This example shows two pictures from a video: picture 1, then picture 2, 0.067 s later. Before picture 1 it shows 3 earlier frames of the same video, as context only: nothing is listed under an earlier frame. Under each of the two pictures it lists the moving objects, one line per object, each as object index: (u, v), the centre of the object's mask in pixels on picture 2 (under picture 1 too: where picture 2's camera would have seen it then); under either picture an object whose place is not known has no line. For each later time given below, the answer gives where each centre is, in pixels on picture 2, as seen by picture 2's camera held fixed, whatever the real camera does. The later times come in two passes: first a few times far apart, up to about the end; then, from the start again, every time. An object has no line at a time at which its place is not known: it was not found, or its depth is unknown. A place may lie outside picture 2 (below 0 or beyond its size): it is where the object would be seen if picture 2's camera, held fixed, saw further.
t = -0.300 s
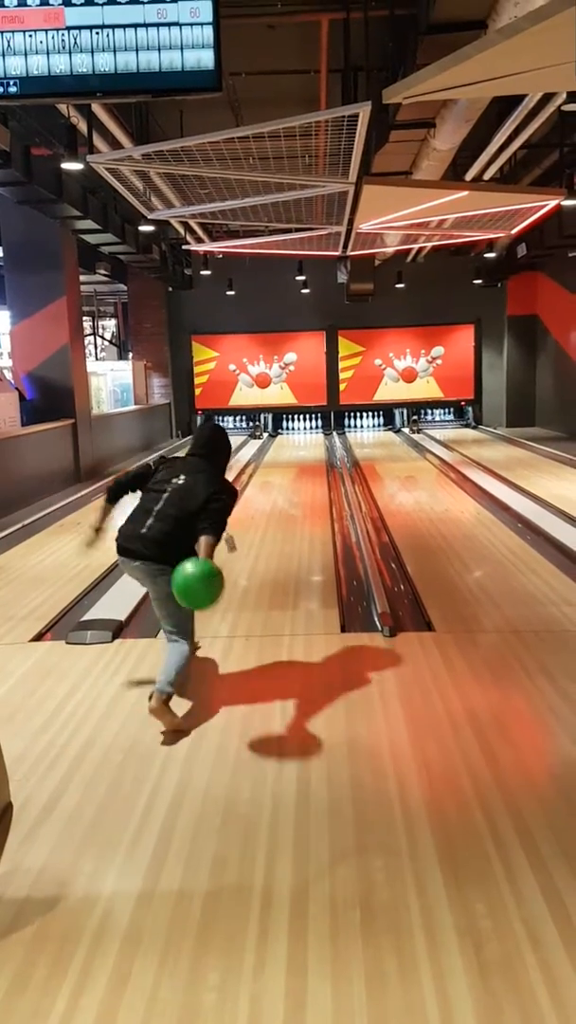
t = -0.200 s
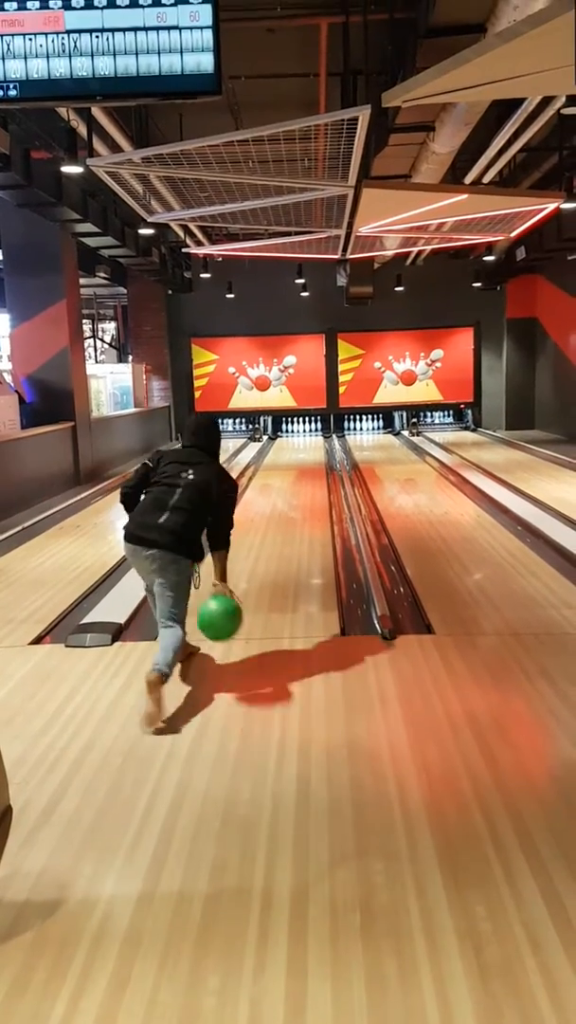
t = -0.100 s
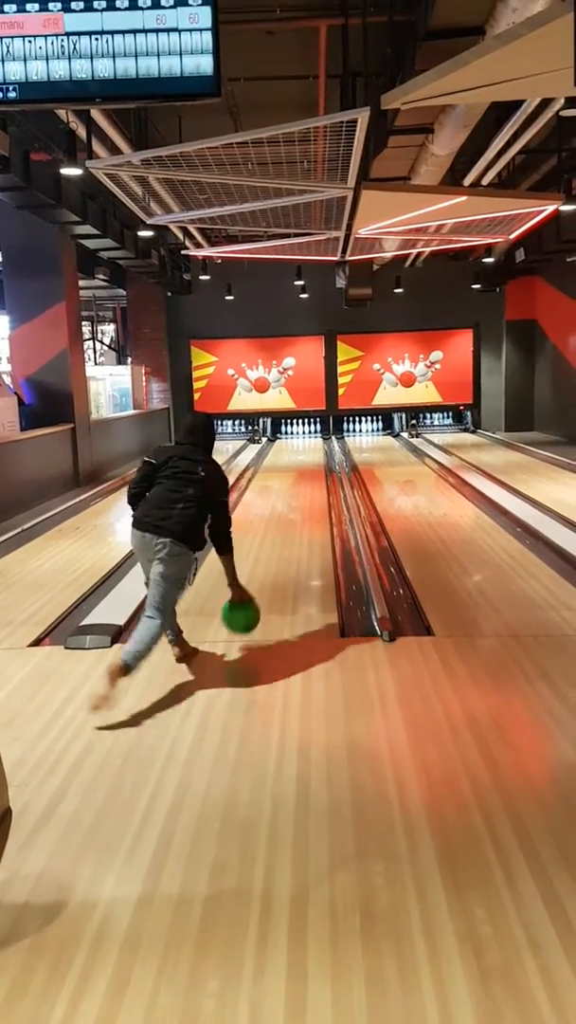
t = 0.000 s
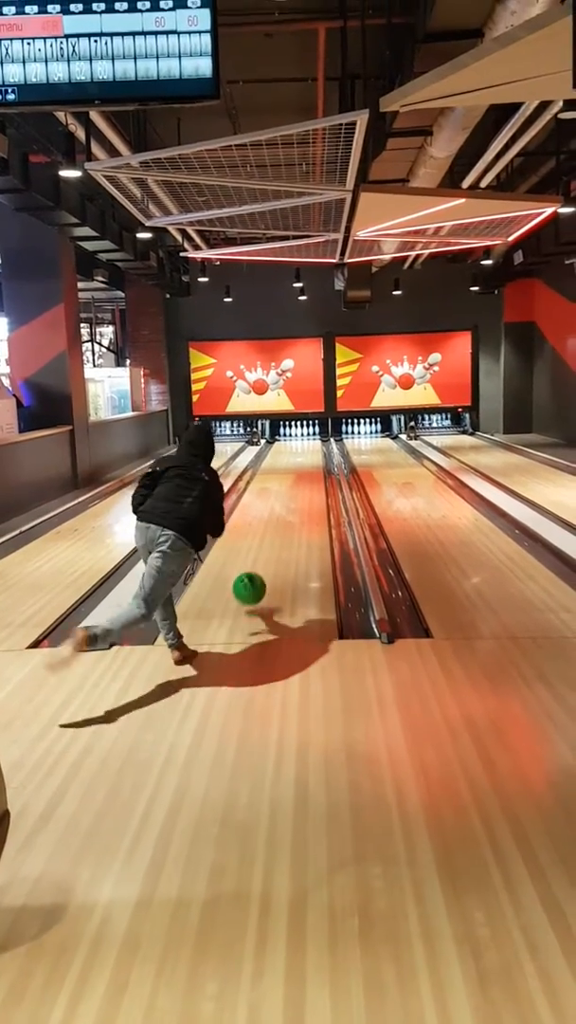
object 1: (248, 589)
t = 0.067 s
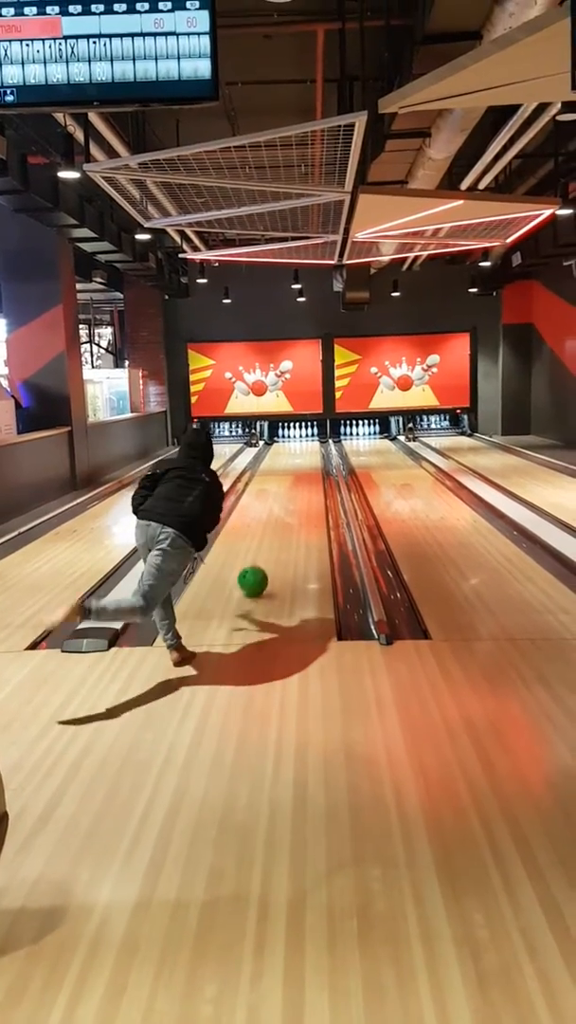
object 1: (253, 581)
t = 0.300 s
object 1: (264, 535)
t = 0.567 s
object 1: (271, 503)
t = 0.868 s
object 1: (276, 480)
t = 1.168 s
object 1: (279, 464)
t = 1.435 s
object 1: (280, 455)
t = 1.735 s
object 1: (280, 447)
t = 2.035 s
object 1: (280, 441)
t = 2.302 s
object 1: (279, 436)
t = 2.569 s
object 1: (272, 434)
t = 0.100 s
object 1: (255, 572)
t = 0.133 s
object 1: (257, 565)
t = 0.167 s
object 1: (259, 558)
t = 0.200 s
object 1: (260, 551)
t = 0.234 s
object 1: (262, 545)
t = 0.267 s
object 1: (263, 540)
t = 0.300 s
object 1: (264, 535)
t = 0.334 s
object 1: (265, 530)
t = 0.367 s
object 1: (266, 525)
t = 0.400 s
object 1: (267, 520)
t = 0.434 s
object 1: (268, 516)
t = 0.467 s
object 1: (269, 513)
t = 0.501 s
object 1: (270, 509)
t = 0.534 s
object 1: (270, 506)
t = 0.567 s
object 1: (271, 503)
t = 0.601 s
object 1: (272, 500)
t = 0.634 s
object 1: (273, 496)
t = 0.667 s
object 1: (273, 494)
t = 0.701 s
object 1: (274, 491)
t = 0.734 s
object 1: (274, 488)
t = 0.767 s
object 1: (275, 486)
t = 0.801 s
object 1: (275, 484)
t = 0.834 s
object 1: (276, 482)
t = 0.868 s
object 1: (276, 480)
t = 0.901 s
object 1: (277, 477)
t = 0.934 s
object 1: (277, 475)
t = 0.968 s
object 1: (278, 474)
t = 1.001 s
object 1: (278, 472)
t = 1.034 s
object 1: (278, 470)
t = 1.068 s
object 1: (278, 469)
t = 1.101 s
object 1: (279, 467)
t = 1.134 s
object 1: (279, 466)
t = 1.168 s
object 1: (279, 464)
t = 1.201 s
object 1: (279, 463)
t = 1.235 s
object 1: (280, 462)
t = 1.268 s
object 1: (280, 461)
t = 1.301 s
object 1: (280, 460)
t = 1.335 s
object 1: (280, 459)
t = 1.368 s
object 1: (280, 458)
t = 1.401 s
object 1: (280, 457)
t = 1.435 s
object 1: (280, 455)
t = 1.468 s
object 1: (280, 454)
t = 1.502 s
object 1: (280, 453)
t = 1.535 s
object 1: (280, 452)
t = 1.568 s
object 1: (280, 451)
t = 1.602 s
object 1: (280, 450)
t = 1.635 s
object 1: (280, 449)
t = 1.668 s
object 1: (280, 448)
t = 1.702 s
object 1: (280, 448)
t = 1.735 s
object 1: (280, 447)
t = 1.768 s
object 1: (280, 446)
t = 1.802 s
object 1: (280, 445)
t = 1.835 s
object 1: (280, 444)
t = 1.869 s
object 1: (280, 444)
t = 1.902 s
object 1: (280, 443)
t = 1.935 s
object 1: (280, 443)
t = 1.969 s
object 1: (280, 442)
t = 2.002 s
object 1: (280, 442)
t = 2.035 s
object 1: (280, 441)
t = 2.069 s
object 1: (280, 440)
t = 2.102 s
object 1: (279, 439)
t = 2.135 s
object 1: (279, 439)
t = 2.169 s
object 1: (279, 438)
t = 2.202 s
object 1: (279, 438)
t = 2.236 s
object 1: (279, 437)
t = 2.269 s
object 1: (279, 437)
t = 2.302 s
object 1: (279, 436)
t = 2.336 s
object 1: (279, 435)
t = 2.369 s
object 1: (279, 435)
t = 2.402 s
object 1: (279, 435)
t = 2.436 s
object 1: (278, 435)
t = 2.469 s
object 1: (276, 434)
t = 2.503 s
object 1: (274, 434)
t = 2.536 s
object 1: (272, 434)
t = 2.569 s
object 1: (272, 434)
